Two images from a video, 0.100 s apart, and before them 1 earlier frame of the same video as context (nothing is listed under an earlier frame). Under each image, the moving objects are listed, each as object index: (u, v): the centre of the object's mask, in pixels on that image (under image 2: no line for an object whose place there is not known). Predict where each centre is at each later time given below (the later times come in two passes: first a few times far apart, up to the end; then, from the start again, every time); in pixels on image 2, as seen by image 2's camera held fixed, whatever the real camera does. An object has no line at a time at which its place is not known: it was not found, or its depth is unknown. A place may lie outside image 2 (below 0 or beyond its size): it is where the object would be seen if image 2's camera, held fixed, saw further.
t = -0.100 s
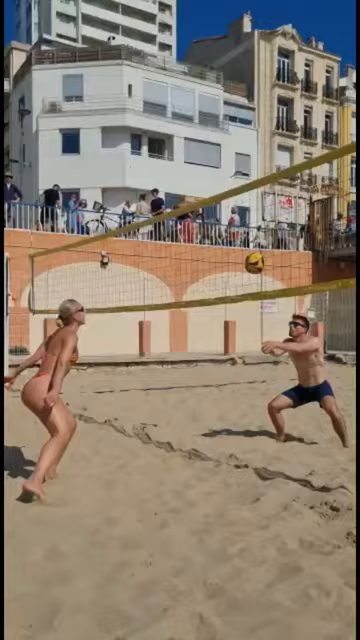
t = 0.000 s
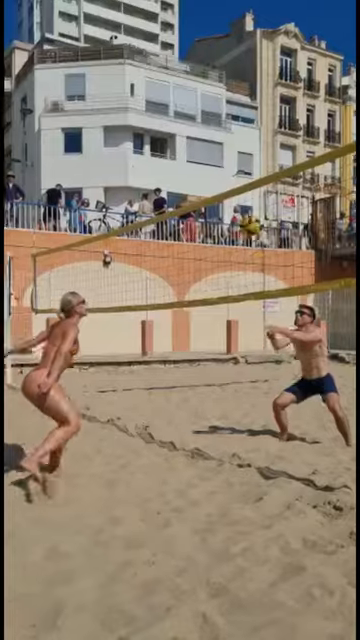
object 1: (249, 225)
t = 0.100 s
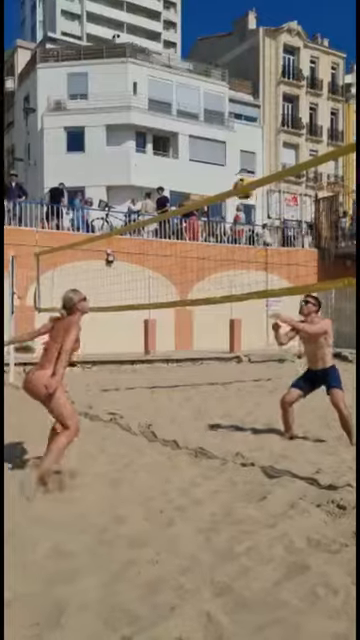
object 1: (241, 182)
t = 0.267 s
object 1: (228, 151)
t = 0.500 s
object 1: (208, 147)
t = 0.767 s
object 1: (184, 198)
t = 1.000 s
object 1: (178, 201)
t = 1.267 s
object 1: (160, 240)
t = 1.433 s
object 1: (150, 300)
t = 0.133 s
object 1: (241, 176)
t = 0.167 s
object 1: (238, 170)
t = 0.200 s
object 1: (234, 163)
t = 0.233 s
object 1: (231, 157)
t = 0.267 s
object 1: (228, 151)
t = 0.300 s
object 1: (225, 147)
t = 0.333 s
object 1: (223, 144)
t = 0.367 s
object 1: (220, 143)
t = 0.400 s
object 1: (217, 142)
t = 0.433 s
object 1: (214, 143)
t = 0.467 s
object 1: (211, 144)
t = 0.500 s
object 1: (208, 147)
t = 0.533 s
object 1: (204, 150)
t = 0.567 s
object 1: (201, 155)
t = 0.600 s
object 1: (198, 161)
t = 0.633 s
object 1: (196, 167)
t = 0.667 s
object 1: (193, 175)
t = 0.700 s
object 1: (189, 185)
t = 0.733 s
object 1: (186, 192)
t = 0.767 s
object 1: (184, 198)
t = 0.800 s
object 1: (184, 199)
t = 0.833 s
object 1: (184, 199)
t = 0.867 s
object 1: (183, 199)
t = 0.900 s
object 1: (182, 199)
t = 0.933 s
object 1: (181, 199)
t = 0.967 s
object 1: (180, 200)
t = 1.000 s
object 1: (178, 201)
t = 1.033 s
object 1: (176, 202)
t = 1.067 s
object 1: (175, 204)
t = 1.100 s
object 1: (170, 207)
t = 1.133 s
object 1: (169, 211)
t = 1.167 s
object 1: (165, 218)
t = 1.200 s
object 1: (163, 224)
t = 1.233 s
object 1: (163, 232)
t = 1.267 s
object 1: (160, 240)
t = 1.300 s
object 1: (159, 251)
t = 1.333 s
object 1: (157, 262)
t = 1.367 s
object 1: (155, 274)
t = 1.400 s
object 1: (153, 286)
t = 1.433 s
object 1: (150, 300)
